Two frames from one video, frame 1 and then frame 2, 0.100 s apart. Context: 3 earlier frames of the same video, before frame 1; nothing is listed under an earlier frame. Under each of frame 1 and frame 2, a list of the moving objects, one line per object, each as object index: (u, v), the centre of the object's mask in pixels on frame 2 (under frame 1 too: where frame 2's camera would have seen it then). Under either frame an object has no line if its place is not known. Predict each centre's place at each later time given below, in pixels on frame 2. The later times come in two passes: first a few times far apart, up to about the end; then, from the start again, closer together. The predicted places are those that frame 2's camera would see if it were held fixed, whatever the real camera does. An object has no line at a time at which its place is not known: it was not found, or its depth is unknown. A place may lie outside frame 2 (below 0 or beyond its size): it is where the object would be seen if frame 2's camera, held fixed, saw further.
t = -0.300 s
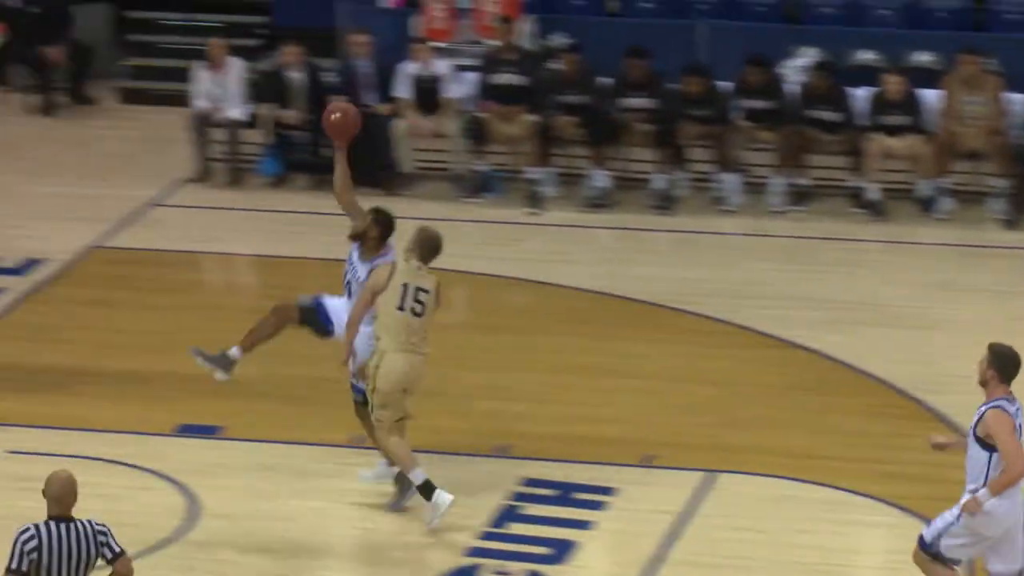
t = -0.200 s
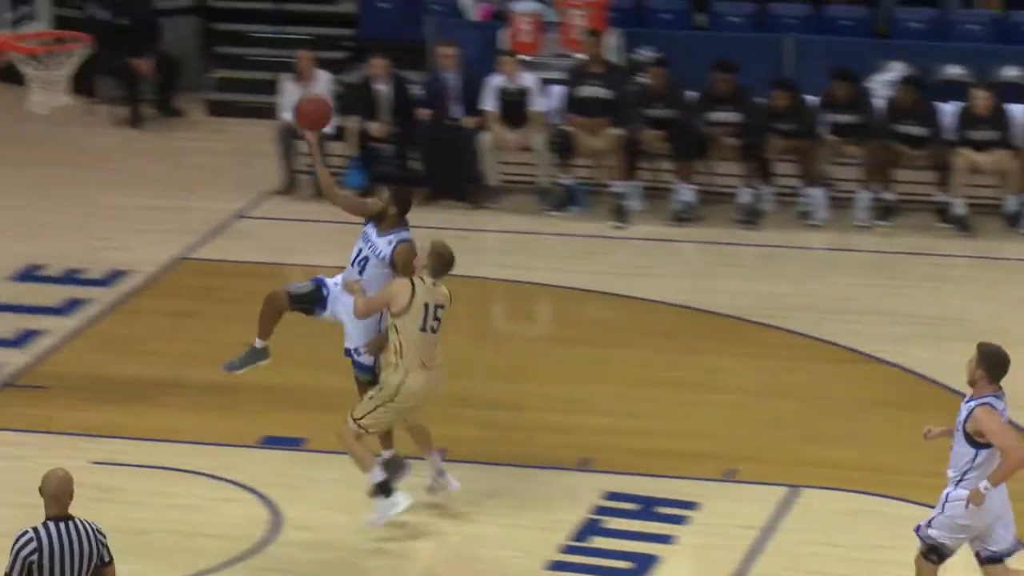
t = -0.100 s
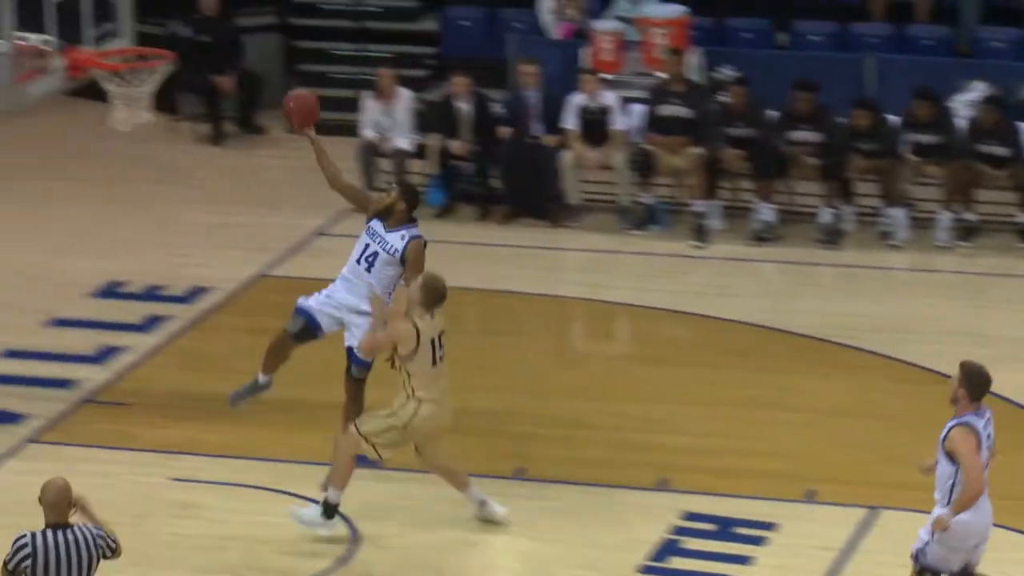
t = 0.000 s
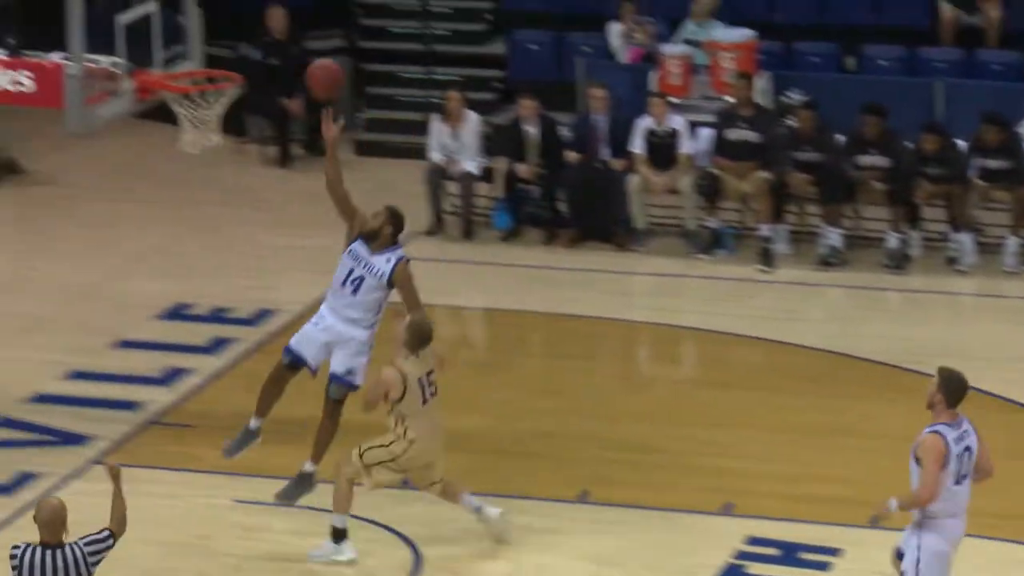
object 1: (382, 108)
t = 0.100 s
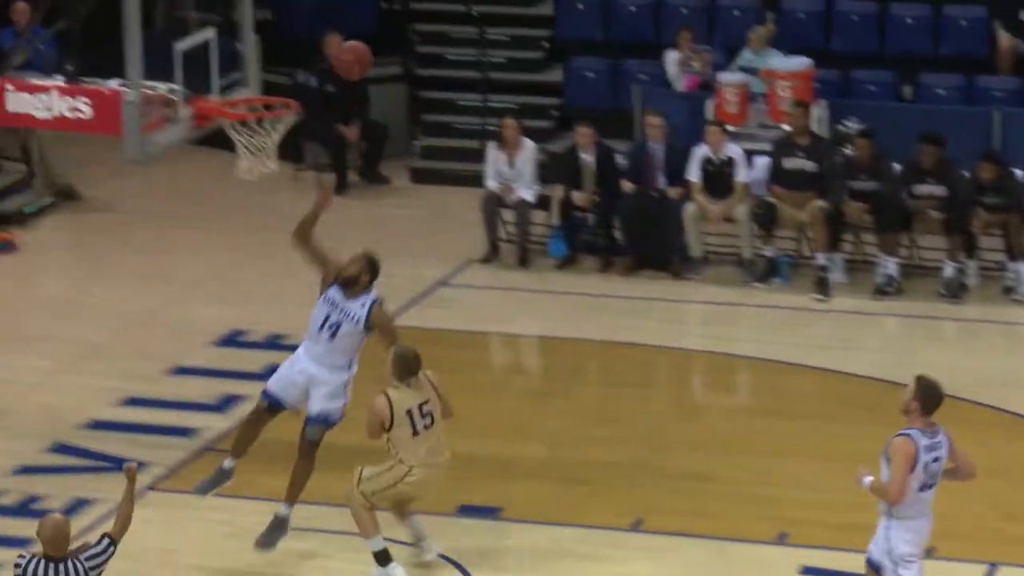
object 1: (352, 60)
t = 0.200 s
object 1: (324, 30)
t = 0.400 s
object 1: (269, 21)
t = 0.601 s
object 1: (216, 74)
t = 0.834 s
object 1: (235, 94)
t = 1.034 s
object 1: (275, 90)
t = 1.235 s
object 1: (314, 113)
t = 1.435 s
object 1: (353, 193)
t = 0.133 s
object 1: (343, 49)
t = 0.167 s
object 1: (334, 40)
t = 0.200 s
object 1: (324, 30)
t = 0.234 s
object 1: (315, 24)
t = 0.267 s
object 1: (307, 19)
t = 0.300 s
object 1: (297, 16)
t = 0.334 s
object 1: (288, 15)
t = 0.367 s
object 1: (278, 16)
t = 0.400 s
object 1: (269, 21)
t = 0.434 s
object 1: (260, 26)
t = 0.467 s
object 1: (250, 31)
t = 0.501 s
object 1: (239, 40)
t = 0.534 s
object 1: (232, 50)
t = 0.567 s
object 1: (222, 59)
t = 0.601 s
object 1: (216, 74)
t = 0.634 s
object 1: (208, 89)
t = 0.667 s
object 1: (212, 89)
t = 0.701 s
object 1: (216, 86)
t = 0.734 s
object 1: (221, 86)
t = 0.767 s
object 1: (225, 87)
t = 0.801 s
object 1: (230, 89)
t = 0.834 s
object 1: (235, 94)
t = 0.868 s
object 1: (242, 95)
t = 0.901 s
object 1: (248, 93)
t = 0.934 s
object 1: (255, 92)
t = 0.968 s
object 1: (263, 93)
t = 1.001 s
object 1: (269, 92)
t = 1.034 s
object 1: (275, 90)
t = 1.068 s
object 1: (281, 90)
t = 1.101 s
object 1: (287, 92)
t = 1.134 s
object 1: (294, 95)
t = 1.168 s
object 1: (301, 99)
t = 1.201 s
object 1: (307, 104)
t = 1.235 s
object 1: (314, 113)
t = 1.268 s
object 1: (319, 121)
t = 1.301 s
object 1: (325, 132)
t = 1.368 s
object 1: (339, 158)
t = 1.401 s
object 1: (346, 174)
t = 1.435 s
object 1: (353, 193)
